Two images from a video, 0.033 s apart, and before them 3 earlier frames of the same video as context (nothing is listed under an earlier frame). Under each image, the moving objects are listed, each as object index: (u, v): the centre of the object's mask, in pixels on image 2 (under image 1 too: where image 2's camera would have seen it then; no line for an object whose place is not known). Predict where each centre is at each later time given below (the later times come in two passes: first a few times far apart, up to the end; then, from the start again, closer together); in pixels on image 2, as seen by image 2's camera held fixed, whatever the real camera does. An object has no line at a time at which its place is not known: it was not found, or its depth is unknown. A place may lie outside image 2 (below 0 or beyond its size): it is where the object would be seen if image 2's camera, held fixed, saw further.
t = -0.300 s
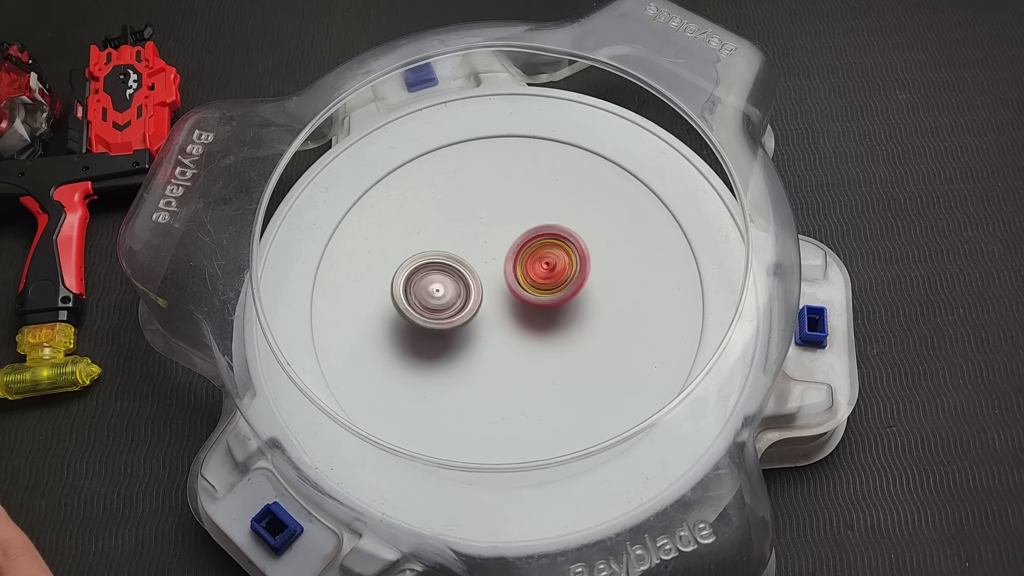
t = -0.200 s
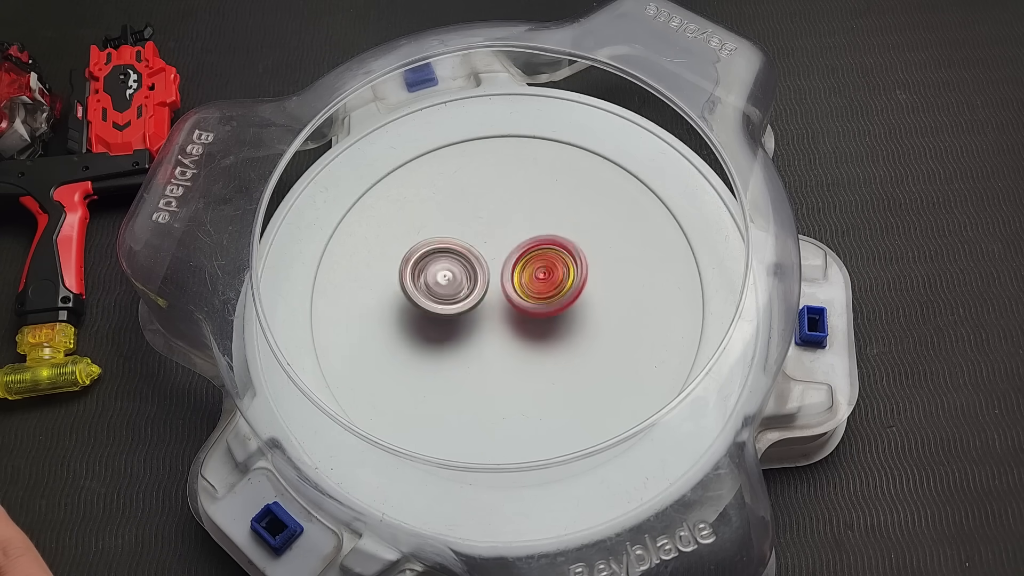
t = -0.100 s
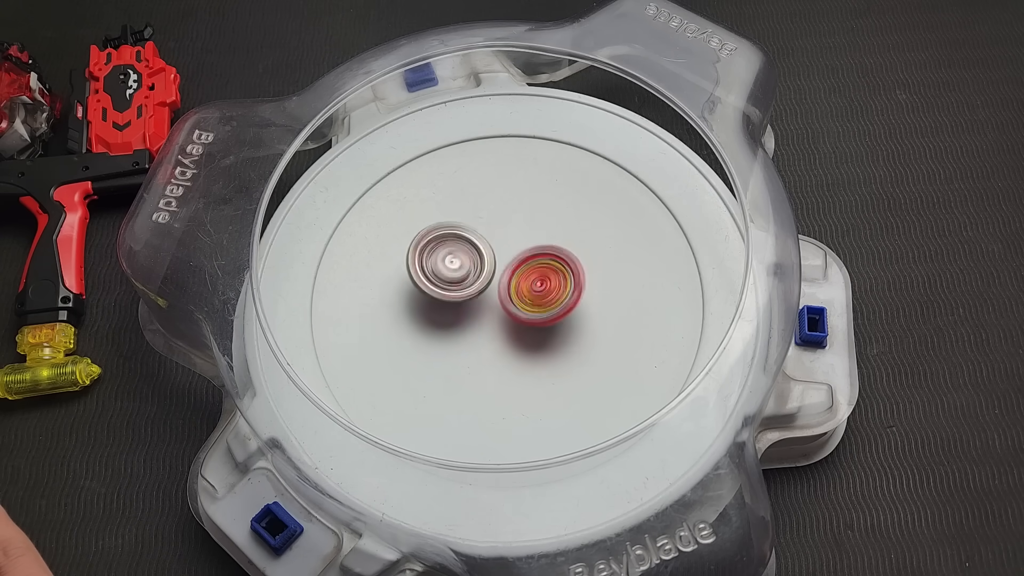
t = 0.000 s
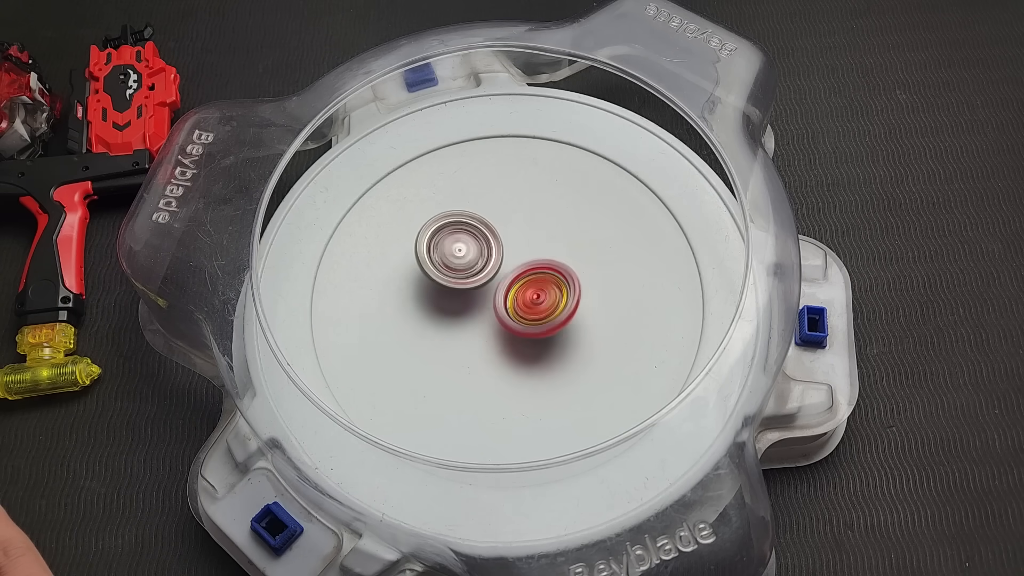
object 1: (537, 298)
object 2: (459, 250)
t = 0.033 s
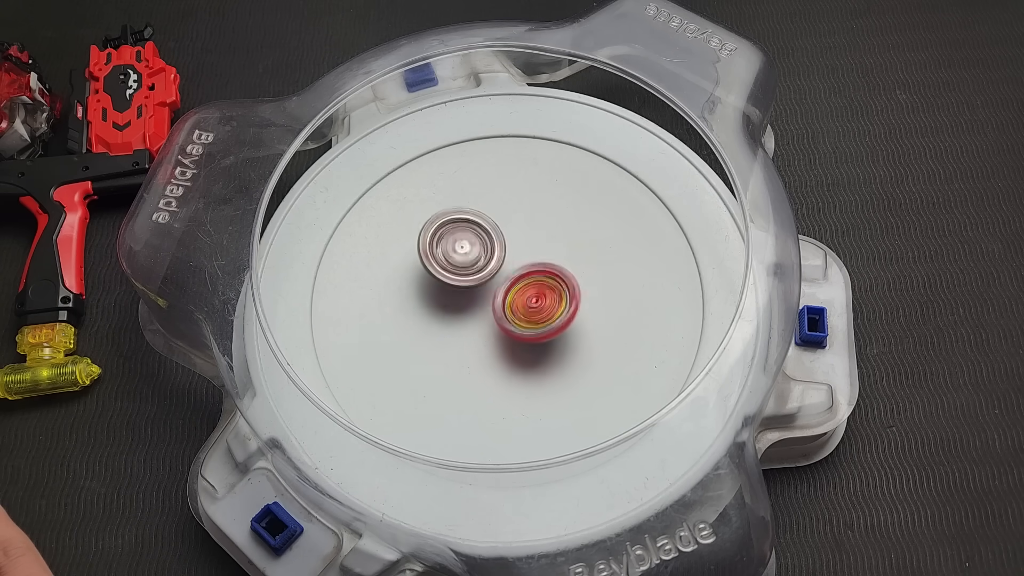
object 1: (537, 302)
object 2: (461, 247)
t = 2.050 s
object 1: (542, 271)
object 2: (455, 324)
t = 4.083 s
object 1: (522, 255)
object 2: (502, 347)
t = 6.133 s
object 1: (508, 248)
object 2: (524, 327)
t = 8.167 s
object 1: (500, 249)
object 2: (557, 316)
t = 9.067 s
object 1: (513, 327)
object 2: (421, 290)
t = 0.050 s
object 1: (534, 305)
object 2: (464, 244)
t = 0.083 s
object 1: (532, 308)
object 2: (468, 242)
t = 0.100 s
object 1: (531, 311)
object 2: (470, 240)
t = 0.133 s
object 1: (528, 314)
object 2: (474, 238)
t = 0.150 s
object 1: (527, 317)
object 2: (475, 237)
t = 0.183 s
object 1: (523, 319)
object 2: (480, 234)
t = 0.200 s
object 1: (523, 321)
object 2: (481, 235)
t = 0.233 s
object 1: (519, 324)
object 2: (485, 232)
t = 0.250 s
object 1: (518, 325)
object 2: (488, 233)
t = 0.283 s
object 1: (515, 327)
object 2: (491, 232)
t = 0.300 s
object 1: (513, 328)
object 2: (494, 231)
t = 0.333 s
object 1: (511, 330)
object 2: (497, 232)
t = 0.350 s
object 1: (508, 331)
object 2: (499, 230)
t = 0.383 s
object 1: (505, 331)
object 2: (503, 232)
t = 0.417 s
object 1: (503, 333)
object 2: (505, 233)
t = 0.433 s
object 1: (500, 332)
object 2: (507, 233)
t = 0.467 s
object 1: (498, 332)
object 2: (511, 236)
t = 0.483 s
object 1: (494, 332)
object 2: (511, 236)
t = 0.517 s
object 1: (492, 332)
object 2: (515, 239)
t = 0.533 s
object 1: (490, 332)
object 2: (516, 241)
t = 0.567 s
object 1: (487, 331)
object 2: (520, 243)
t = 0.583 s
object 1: (487, 330)
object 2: (522, 245)
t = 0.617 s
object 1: (482, 328)
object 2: (524, 248)
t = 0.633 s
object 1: (482, 328)
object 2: (527, 250)
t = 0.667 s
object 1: (479, 326)
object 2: (530, 254)
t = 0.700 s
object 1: (475, 324)
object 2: (533, 257)
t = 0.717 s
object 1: (475, 323)
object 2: (536, 258)
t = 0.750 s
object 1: (470, 322)
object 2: (540, 262)
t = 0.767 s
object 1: (467, 320)
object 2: (541, 262)
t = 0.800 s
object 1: (464, 318)
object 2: (545, 265)
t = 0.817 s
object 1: (461, 317)
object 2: (546, 267)
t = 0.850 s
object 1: (459, 314)
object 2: (549, 270)
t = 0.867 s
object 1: (458, 312)
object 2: (550, 273)
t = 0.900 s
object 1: (455, 309)
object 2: (551, 276)
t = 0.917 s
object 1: (456, 308)
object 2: (554, 279)
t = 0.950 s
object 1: (454, 305)
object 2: (554, 283)
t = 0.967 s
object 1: (455, 303)
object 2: (555, 284)
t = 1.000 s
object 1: (455, 301)
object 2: (557, 288)
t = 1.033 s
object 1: (453, 298)
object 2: (556, 292)
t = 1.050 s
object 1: (454, 295)
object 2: (556, 293)
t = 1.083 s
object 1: (455, 293)
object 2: (556, 297)
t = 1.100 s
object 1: (454, 290)
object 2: (554, 298)
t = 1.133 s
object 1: (456, 287)
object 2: (553, 301)
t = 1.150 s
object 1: (456, 286)
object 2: (552, 304)
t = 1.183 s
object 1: (458, 282)
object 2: (550, 307)
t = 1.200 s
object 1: (460, 282)
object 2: (550, 309)
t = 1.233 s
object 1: (462, 278)
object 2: (546, 312)
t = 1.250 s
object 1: (465, 277)
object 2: (545, 314)
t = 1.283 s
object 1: (467, 274)
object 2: (543, 317)
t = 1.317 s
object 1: (468, 271)
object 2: (539, 322)
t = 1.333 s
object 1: (471, 268)
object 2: (537, 323)
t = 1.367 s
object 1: (474, 266)
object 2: (534, 327)
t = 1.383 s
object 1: (474, 263)
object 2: (531, 328)
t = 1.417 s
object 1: (479, 261)
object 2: (528, 331)
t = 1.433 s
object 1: (479, 261)
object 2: (526, 334)
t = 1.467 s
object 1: (483, 258)
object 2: (522, 337)
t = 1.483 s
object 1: (485, 259)
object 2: (522, 337)
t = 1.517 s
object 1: (488, 258)
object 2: (518, 340)
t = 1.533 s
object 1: (490, 256)
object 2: (515, 340)
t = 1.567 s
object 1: (494, 256)
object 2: (512, 342)
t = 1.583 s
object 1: (494, 254)
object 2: (510, 343)
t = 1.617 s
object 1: (498, 254)
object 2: (507, 344)
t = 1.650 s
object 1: (503, 255)
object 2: (503, 344)
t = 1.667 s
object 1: (503, 255)
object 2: (502, 346)
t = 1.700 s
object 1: (506, 255)
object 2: (498, 346)
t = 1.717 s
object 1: (509, 257)
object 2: (497, 345)
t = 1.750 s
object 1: (511, 258)
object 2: (493, 345)
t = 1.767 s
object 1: (515, 258)
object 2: (491, 344)
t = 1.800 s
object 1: (518, 260)
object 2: (487, 343)
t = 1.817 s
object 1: (518, 260)
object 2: (485, 343)
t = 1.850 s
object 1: (522, 262)
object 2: (481, 340)
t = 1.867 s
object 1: (523, 264)
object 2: (481, 339)
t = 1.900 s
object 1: (525, 266)
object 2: (477, 337)
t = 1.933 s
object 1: (528, 268)
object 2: (472, 334)
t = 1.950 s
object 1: (530, 270)
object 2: (471, 332)
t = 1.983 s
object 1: (534, 270)
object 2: (464, 330)
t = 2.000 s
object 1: (538, 269)
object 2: (461, 327)
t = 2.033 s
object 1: (541, 271)
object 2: (456, 324)
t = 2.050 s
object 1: (542, 271)
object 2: (455, 324)
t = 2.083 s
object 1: (546, 273)
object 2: (449, 320)
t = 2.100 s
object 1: (546, 275)
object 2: (448, 318)
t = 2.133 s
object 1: (549, 279)
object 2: (443, 312)
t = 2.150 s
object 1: (547, 279)
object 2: (443, 311)
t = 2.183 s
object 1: (547, 282)
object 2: (440, 308)
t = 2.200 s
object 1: (547, 285)
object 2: (439, 306)
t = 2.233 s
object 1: (545, 287)
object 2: (437, 302)
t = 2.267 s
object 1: (544, 290)
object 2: (436, 299)
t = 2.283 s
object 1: (544, 292)
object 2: (435, 297)
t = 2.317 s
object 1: (542, 296)
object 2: (435, 292)
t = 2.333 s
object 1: (541, 296)
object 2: (435, 291)
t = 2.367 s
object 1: (539, 300)
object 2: (434, 287)
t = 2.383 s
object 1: (536, 303)
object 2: (436, 285)
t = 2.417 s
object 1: (533, 306)
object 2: (438, 282)
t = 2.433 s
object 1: (533, 308)
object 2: (437, 280)
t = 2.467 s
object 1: (529, 312)
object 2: (440, 277)
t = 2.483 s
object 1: (527, 312)
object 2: (442, 277)
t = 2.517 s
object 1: (524, 316)
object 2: (444, 273)
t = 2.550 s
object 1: (523, 320)
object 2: (446, 268)
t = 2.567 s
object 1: (519, 323)
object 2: (449, 266)
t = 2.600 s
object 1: (516, 326)
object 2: (453, 263)
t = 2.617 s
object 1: (514, 328)
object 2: (454, 260)
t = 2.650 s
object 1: (510, 331)
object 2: (458, 256)
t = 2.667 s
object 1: (510, 331)
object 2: (459, 256)
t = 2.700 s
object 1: (506, 333)
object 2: (463, 252)
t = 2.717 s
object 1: (503, 334)
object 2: (466, 250)
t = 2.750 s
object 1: (499, 335)
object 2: (470, 247)
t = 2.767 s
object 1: (497, 336)
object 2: (471, 246)
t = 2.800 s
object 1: (493, 336)
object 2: (476, 244)
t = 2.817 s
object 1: (491, 335)
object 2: (479, 244)
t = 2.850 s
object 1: (487, 334)
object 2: (483, 242)
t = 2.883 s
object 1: (484, 333)
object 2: (488, 241)
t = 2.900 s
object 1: (480, 333)
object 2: (490, 239)
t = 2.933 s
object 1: (477, 331)
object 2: (494, 239)
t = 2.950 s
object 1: (476, 330)
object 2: (495, 239)
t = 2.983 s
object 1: (472, 328)
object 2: (499, 239)
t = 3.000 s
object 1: (469, 326)
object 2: (503, 240)
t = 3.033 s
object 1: (467, 323)
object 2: (507, 242)
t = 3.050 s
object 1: (464, 322)
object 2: (508, 242)
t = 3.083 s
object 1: (461, 318)
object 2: (512, 243)
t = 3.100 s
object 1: (461, 317)
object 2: (514, 246)
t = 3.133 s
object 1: (459, 314)
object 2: (518, 248)
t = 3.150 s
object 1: (456, 311)
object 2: (521, 248)
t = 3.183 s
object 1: (454, 308)
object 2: (525, 251)
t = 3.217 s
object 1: (452, 304)
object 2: (529, 254)
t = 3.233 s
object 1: (451, 303)
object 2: (529, 255)
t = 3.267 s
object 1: (449, 299)
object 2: (533, 258)
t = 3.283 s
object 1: (449, 297)
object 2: (535, 261)
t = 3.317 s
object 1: (449, 293)
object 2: (538, 264)
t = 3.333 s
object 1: (448, 292)
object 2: (540, 265)
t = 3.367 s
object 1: (448, 288)
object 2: (543, 269)
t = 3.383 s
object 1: (450, 286)
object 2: (544, 272)
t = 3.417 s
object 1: (451, 283)
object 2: (546, 276)
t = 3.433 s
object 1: (450, 280)
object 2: (548, 277)
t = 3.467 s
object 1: (452, 277)
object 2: (550, 282)
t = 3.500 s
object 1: (454, 273)
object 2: (551, 287)
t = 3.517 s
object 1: (456, 273)
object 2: (551, 288)
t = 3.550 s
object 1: (459, 270)
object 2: (552, 292)
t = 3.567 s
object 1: (460, 266)
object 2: (552, 296)
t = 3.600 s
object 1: (463, 263)
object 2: (551, 300)
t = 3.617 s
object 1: (464, 263)
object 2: (551, 301)
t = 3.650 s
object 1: (468, 260)
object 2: (550, 305)
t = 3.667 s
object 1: (471, 258)
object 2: (548, 308)
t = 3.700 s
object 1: (475, 256)
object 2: (546, 312)
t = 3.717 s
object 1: (476, 255)
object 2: (546, 313)
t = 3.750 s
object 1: (480, 253)
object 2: (543, 317)
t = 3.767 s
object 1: (484, 253)
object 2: (540, 319)
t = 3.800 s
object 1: (488, 251)
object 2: (537, 323)
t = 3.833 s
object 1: (492, 250)
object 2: (533, 327)
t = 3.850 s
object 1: (493, 249)
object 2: (532, 330)
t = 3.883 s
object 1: (497, 248)
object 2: (528, 334)
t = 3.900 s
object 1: (500, 250)
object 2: (526, 335)
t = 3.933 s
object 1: (504, 250)
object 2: (522, 338)
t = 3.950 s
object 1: (506, 249)
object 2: (520, 340)
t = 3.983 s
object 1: (510, 250)
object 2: (515, 342)
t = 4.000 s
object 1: (511, 252)
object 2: (514, 343)
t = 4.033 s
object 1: (515, 253)
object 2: (510, 344)
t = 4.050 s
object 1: (518, 253)
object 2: (507, 346)
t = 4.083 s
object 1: (522, 255)
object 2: (502, 347)
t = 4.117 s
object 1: (526, 257)
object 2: (498, 347)
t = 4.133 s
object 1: (527, 259)
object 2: (497, 347)
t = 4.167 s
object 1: (530, 262)
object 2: (493, 346)
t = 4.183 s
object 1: (533, 263)
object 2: (489, 345)
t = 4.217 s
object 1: (536, 266)
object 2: (485, 344)
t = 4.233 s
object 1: (536, 267)
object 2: (484, 344)
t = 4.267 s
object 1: (538, 270)
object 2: (480, 342)
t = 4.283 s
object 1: (541, 272)
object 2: (476, 340)
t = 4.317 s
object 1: (544, 275)
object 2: (472, 337)
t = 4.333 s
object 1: (543, 277)
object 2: (471, 336)
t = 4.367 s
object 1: (544, 280)
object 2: (467, 332)
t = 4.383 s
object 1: (546, 283)
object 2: (465, 329)
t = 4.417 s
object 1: (547, 287)
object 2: (461, 325)
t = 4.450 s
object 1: (547, 291)
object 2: (458, 321)
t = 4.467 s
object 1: (546, 292)
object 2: (457, 320)
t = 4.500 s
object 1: (545, 296)
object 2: (454, 316)
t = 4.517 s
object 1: (546, 299)
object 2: (452, 313)
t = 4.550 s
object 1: (545, 303)
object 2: (450, 308)
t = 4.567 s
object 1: (543, 305)
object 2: (449, 307)
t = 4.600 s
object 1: (541, 309)
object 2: (448, 303)
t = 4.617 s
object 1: (541, 312)
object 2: (447, 300)
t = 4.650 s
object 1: (538, 315)
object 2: (445, 296)
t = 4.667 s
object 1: (535, 316)
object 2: (445, 295)
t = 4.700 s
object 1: (532, 320)
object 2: (445, 290)
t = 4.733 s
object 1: (529, 324)
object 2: (445, 286)
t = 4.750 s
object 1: (528, 326)
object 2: (446, 283)
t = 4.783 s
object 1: (524, 329)
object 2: (447, 279)
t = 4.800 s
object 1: (521, 330)
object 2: (448, 278)
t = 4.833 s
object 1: (517, 332)
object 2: (449, 274)
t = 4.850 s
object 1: (516, 334)
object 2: (451, 271)
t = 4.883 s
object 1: (512, 336)
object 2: (454, 267)
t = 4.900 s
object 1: (509, 336)
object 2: (455, 267)
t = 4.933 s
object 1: (505, 337)
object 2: (458, 263)
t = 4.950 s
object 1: (503, 338)
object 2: (460, 260)
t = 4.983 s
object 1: (499, 339)
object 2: (464, 257)
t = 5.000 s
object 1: (495, 338)
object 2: (465, 257)
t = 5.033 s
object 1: (491, 338)
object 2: (469, 254)
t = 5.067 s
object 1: (486, 337)
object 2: (473, 252)
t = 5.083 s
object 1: (485, 337)
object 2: (476, 250)
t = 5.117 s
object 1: (481, 335)
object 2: (480, 248)
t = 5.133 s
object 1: (477, 334)
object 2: (482, 248)
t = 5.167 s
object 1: (473, 331)
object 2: (487, 247)
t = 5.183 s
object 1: (473, 331)
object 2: (489, 245)
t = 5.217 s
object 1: (469, 328)
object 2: (494, 244)
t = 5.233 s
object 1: (465, 326)
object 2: (496, 246)
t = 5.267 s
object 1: (461, 323)
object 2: (500, 245)
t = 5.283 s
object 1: (461, 321)
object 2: (503, 245)
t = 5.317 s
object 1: (458, 318)
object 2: (507, 246)
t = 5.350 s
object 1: (454, 314)
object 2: (511, 247)
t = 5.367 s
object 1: (451, 311)
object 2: (514, 250)
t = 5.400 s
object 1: (449, 307)
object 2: (519, 252)
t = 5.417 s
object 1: (449, 305)
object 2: (520, 252)
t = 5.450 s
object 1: (448, 301)
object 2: (525, 254)
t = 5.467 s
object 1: (446, 300)
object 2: (527, 257)
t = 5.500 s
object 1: (446, 297)
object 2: (531, 259)
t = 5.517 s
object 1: (446, 294)
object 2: (533, 260)
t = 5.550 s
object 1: (445, 290)
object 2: (536, 263)
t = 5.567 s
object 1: (446, 289)
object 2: (539, 266)
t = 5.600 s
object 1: (447, 285)
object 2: (542, 269)
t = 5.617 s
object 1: (447, 282)
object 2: (542, 270)
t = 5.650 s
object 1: (449, 278)
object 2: (545, 274)
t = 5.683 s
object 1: (451, 274)
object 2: (547, 278)
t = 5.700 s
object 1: (454, 273)
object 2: (548, 281)
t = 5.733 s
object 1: (458, 269)
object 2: (550, 285)
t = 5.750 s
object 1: (458, 267)
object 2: (548, 286)
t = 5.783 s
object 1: (462, 263)
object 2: (549, 290)
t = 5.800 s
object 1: (465, 261)
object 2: (550, 292)
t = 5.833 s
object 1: (469, 257)
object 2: (549, 296)
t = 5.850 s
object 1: (470, 257)
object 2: (548, 299)
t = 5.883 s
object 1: (475, 254)
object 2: (546, 303)
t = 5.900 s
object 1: (477, 251)
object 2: (546, 304)
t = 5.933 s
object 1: (482, 248)
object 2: (544, 309)
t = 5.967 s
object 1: (486, 247)
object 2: (541, 312)
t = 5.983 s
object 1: (489, 247)
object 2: (539, 315)
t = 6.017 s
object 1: (494, 246)
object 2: (536, 319)
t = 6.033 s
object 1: (495, 245)
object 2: (535, 320)
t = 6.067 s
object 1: (499, 246)
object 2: (531, 323)
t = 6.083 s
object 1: (503, 245)
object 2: (530, 325)
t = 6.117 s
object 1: (507, 246)
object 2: (526, 327)
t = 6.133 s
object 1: (508, 248)
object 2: (524, 327)
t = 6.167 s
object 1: (512, 249)
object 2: (520, 329)
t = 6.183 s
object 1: (515, 248)
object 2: (518, 331)
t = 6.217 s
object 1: (519, 250)
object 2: (514, 332)
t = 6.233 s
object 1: (522, 253)
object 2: (511, 333)
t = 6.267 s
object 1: (526, 255)
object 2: (506, 333)
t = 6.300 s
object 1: (531, 257)
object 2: (501, 335)
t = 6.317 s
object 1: (531, 258)
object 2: (500, 335)
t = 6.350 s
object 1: (536, 261)
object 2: (495, 335)
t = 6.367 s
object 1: (539, 262)
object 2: (491, 336)
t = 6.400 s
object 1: (542, 265)
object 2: (486, 335)
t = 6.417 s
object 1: (544, 269)
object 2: (485, 334)
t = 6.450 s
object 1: (547, 272)
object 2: (480, 332)
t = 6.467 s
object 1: (548, 273)
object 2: (478, 332)
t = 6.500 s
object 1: (550, 278)
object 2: (474, 329)
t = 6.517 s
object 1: (553, 280)
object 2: (471, 327)
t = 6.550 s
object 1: (554, 284)
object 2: (467, 324)
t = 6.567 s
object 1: (552, 287)
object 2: (466, 323)
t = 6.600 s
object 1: (553, 292)
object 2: (462, 320)
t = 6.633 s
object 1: (552, 296)
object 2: (458, 316)
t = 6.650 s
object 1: (551, 297)
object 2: (456, 314)
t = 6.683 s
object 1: (549, 302)
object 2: (453, 311)
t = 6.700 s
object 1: (550, 305)
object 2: (452, 308)
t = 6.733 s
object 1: (548, 309)
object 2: (449, 304)
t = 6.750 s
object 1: (545, 311)
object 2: (448, 303)
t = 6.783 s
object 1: (542, 316)
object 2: (447, 299)
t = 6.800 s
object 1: (541, 317)
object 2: (446, 296)
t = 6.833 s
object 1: (536, 321)
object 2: (444, 292)
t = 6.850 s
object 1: (534, 324)
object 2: (445, 291)
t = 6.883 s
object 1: (530, 328)
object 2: (445, 287)
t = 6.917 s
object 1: (526, 331)
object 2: (446, 283)
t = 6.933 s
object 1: (523, 333)
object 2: (445, 282)
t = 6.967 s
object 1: (517, 335)
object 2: (448, 279)
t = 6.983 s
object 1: (516, 336)
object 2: (449, 275)
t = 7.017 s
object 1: (510, 338)
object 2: (452, 272)
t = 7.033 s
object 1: (507, 339)
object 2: (454, 272)
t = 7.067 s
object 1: (503, 341)
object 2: (456, 267)
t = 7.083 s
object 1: (499, 342)
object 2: (457, 264)
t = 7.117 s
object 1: (495, 342)
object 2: (459, 261)
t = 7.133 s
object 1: (494, 342)
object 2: (462, 259)
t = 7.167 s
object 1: (489, 342)
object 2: (466, 256)
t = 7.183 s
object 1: (487, 342)
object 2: (467, 255)
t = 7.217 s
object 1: (483, 341)
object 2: (472, 253)
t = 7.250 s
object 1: (479, 338)
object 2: (476, 251)
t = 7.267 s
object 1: (475, 336)
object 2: (478, 248)
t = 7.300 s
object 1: (472, 334)
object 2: (482, 246)
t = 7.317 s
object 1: (470, 332)
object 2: (485, 246)
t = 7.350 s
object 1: (466, 328)
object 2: (490, 244)
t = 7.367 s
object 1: (466, 327)
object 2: (491, 244)
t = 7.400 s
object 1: (463, 323)
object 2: (496, 243)
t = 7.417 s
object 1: (460, 320)
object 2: (499, 242)
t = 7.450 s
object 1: (457, 316)
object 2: (503, 243)
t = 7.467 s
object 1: (455, 313)
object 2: (506, 244)
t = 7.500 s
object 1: (451, 310)
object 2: (512, 244)
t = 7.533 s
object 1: (448, 307)
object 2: (517, 244)
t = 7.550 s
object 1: (448, 305)
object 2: (518, 244)
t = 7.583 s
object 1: (445, 300)
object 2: (523, 246)
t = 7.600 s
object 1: (445, 300)
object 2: (527, 247)
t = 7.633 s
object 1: (445, 295)
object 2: (532, 248)
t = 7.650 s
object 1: (443, 292)
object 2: (533, 250)
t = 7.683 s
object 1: (444, 288)
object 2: (538, 253)
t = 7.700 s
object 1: (444, 284)
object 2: (540, 253)
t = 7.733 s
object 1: (444, 280)
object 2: (544, 256)
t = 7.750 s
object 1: (447, 279)
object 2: (547, 258)
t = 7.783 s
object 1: (449, 273)
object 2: (550, 262)
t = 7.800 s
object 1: (450, 273)
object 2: (551, 265)
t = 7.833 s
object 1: (455, 269)
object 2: (555, 269)
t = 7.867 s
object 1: (460, 266)
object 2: (557, 272)
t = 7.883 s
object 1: (461, 264)
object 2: (558, 273)
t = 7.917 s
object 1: (466, 262)
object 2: (558, 277)
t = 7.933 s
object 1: (469, 259)
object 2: (559, 280)
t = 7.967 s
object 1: (474, 257)
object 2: (559, 284)
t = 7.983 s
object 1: (478, 256)
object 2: (559, 287)
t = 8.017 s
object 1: (481, 253)
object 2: (562, 294)
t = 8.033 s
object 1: (482, 253)
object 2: (562, 296)
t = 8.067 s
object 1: (487, 251)
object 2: (561, 302)
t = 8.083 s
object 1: (488, 249)
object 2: (561, 304)
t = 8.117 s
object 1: (493, 249)
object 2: (560, 309)
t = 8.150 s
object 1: (498, 250)
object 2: (558, 314)
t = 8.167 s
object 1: (500, 249)
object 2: (557, 316)
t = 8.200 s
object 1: (505, 251)
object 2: (554, 320)
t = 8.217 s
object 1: (509, 250)
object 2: (551, 322)
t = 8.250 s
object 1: (513, 251)
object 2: (546, 328)
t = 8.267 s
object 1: (515, 253)
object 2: (545, 330)
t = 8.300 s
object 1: (520, 254)
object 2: (539, 336)
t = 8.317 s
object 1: (520, 256)
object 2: (538, 339)
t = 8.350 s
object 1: (525, 258)
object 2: (531, 343)
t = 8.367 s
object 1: (526, 259)
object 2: (527, 346)
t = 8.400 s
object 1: (529, 263)
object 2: (521, 350)
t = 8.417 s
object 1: (531, 264)
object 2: (519, 351)
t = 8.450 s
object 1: (533, 268)
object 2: (513, 352)
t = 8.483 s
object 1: (536, 273)
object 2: (506, 354)
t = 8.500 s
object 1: (538, 275)
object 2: (504, 355)
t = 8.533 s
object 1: (538, 279)
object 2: (497, 355)
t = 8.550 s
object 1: (539, 283)
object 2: (494, 355)
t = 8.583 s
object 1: (541, 285)
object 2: (487, 354)
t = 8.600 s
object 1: (541, 288)
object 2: (482, 354)
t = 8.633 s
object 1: (543, 291)
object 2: (475, 354)
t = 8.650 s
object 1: (542, 293)
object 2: (472, 354)
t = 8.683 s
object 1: (542, 297)
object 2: (466, 352)
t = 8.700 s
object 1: (542, 298)
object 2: (463, 351)
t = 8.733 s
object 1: (540, 303)
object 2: (457, 349)
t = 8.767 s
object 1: (538, 307)
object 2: (451, 345)
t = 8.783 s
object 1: (536, 308)
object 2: (448, 344)
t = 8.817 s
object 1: (534, 313)
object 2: (443, 339)
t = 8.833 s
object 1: (536, 314)
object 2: (439, 336)
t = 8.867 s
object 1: (533, 316)
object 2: (433, 332)
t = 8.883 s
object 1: (533, 319)
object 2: (431, 329)
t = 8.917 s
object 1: (532, 321)
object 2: (428, 322)
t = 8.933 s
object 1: (529, 322)
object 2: (428, 319)
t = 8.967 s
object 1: (526, 324)
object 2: (425, 311)
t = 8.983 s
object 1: (523, 325)
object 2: (423, 309)
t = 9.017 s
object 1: (519, 326)
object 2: (423, 302)
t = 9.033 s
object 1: (517, 326)
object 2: (421, 298)
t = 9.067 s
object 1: (513, 327)
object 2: (421, 290)
